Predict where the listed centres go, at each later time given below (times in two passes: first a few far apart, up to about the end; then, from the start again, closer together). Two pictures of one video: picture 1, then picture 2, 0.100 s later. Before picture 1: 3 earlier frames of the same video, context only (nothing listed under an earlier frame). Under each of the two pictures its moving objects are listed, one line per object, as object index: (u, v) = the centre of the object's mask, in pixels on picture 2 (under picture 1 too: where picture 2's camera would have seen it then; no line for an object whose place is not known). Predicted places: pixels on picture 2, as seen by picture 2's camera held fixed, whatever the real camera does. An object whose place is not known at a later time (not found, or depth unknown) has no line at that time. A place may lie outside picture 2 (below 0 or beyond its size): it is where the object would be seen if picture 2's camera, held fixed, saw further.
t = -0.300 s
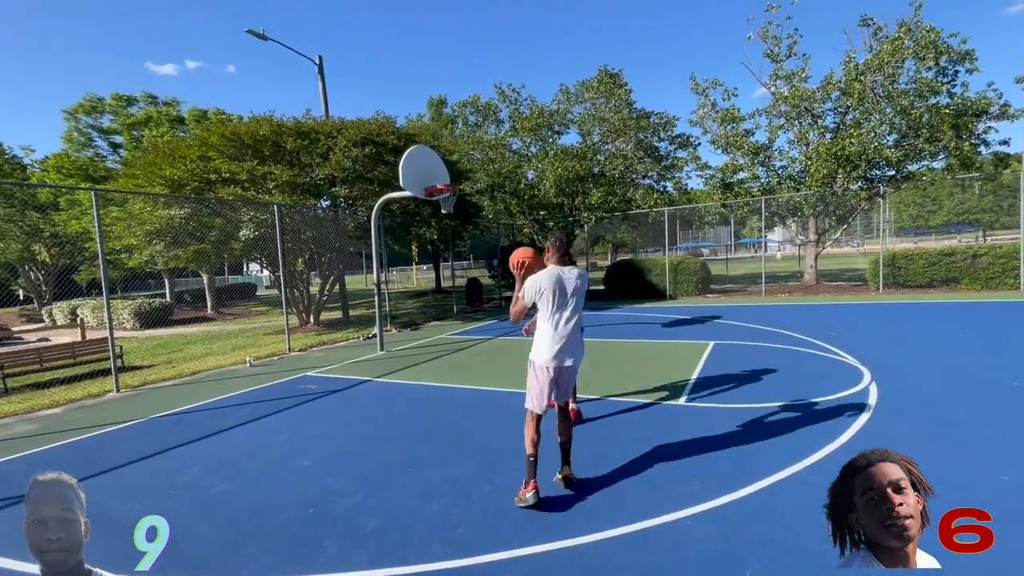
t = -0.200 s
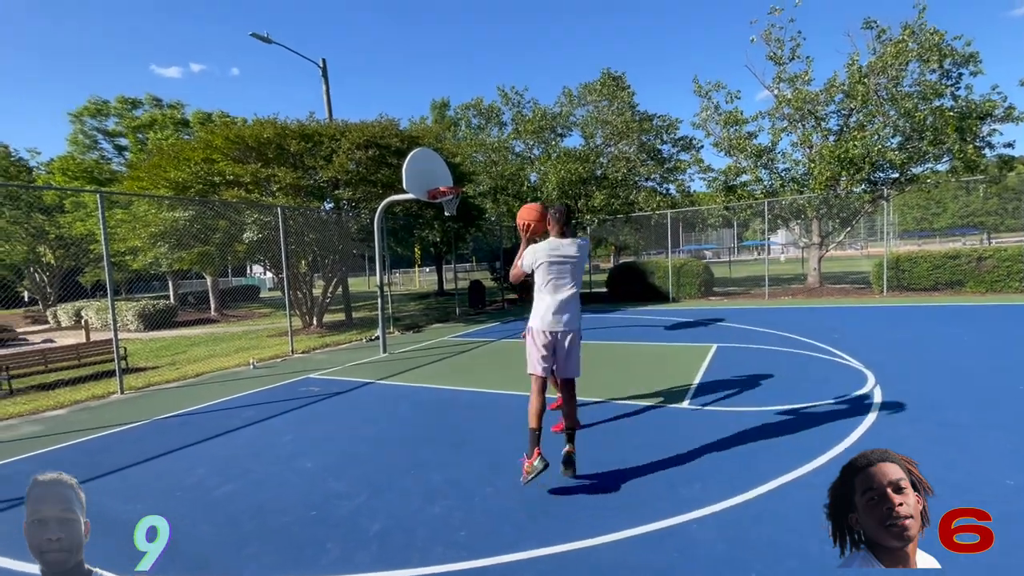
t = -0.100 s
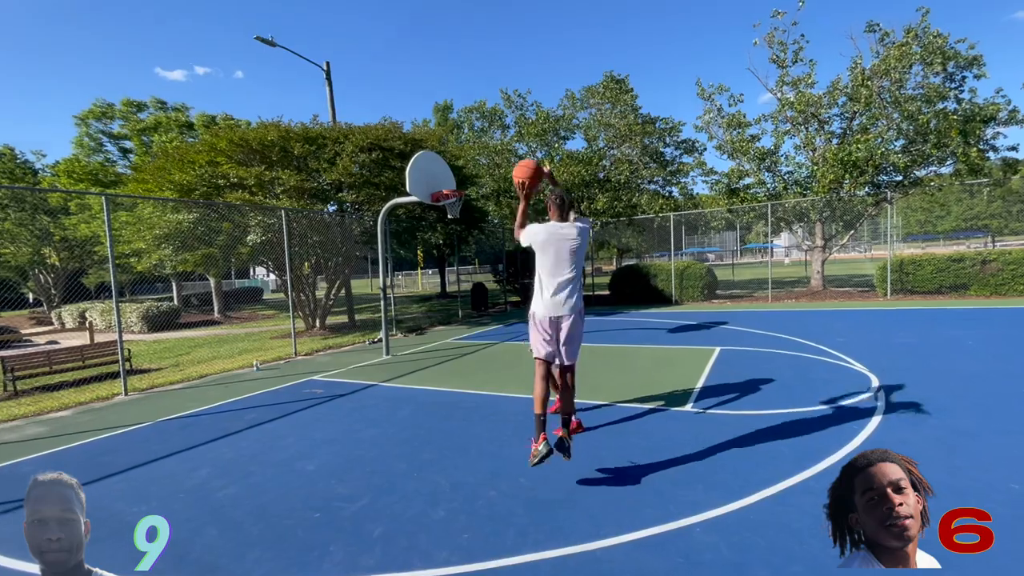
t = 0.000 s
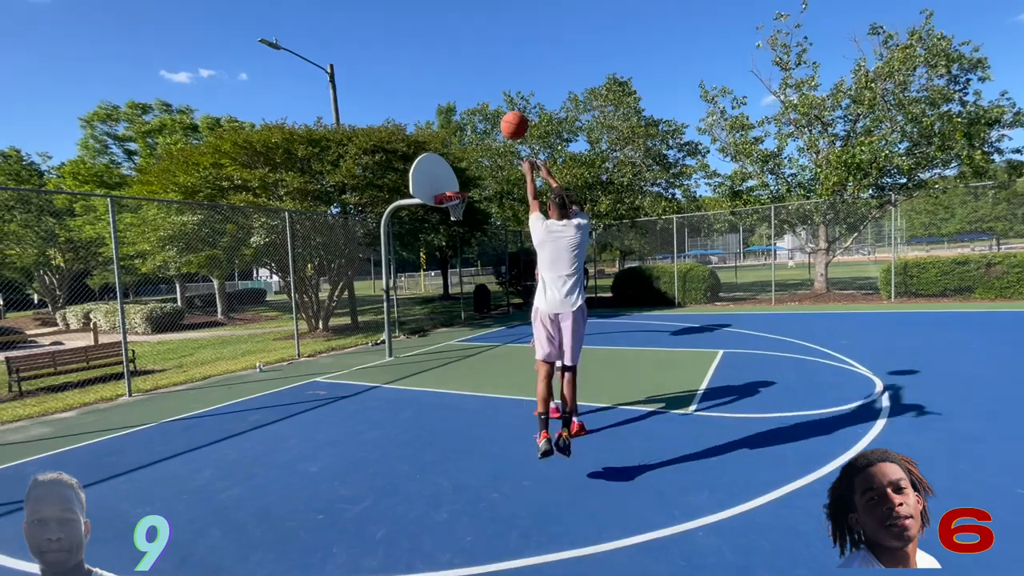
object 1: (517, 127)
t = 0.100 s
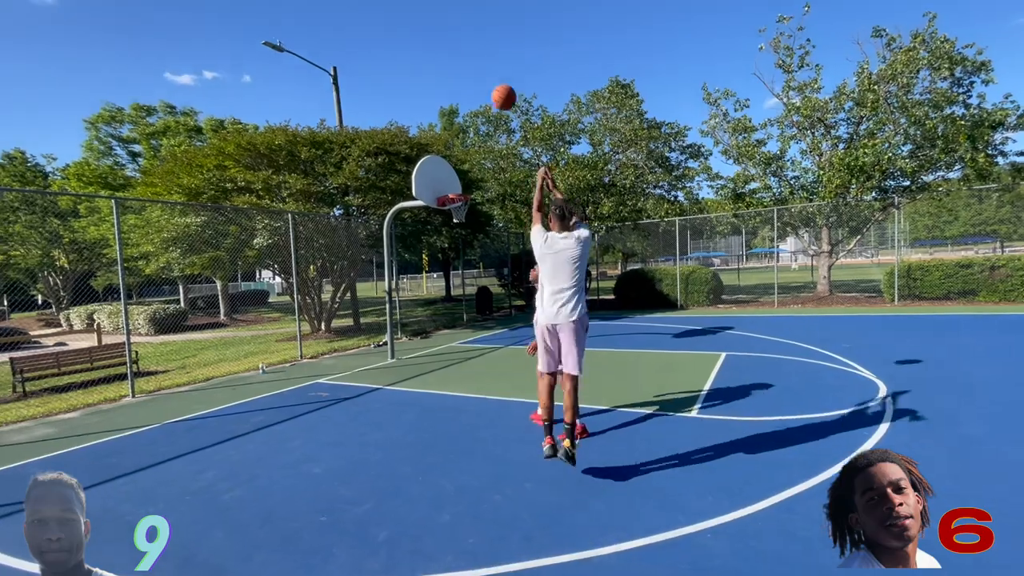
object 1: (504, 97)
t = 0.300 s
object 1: (485, 78)
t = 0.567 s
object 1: (470, 105)
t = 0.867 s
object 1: (461, 174)
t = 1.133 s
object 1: (453, 214)
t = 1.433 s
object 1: (440, 260)
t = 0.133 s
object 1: (503, 90)
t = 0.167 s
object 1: (500, 85)
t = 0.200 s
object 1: (497, 82)
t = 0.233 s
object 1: (491, 79)
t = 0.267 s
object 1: (490, 78)
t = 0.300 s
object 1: (485, 78)
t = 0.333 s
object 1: (483, 78)
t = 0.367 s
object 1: (480, 80)
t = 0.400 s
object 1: (478, 82)
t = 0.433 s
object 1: (476, 85)
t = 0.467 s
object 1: (474, 90)
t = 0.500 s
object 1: (473, 94)
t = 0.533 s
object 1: (471, 99)
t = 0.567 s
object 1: (470, 105)
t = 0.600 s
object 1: (468, 111)
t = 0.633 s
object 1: (467, 118)
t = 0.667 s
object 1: (466, 125)
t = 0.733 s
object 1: (464, 140)
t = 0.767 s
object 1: (463, 148)
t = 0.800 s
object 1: (462, 155)
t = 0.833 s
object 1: (461, 166)
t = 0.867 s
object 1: (461, 174)
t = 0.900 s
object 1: (458, 183)
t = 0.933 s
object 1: (459, 191)
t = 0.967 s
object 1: (467, 199)
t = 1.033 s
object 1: (458, 207)
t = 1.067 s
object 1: (456, 208)
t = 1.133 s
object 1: (453, 214)
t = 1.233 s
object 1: (448, 223)
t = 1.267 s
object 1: (447, 227)
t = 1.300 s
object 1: (445, 233)
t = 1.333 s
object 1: (444, 239)
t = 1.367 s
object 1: (443, 245)
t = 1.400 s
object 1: (442, 253)
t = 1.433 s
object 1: (440, 260)
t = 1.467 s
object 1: (439, 269)
